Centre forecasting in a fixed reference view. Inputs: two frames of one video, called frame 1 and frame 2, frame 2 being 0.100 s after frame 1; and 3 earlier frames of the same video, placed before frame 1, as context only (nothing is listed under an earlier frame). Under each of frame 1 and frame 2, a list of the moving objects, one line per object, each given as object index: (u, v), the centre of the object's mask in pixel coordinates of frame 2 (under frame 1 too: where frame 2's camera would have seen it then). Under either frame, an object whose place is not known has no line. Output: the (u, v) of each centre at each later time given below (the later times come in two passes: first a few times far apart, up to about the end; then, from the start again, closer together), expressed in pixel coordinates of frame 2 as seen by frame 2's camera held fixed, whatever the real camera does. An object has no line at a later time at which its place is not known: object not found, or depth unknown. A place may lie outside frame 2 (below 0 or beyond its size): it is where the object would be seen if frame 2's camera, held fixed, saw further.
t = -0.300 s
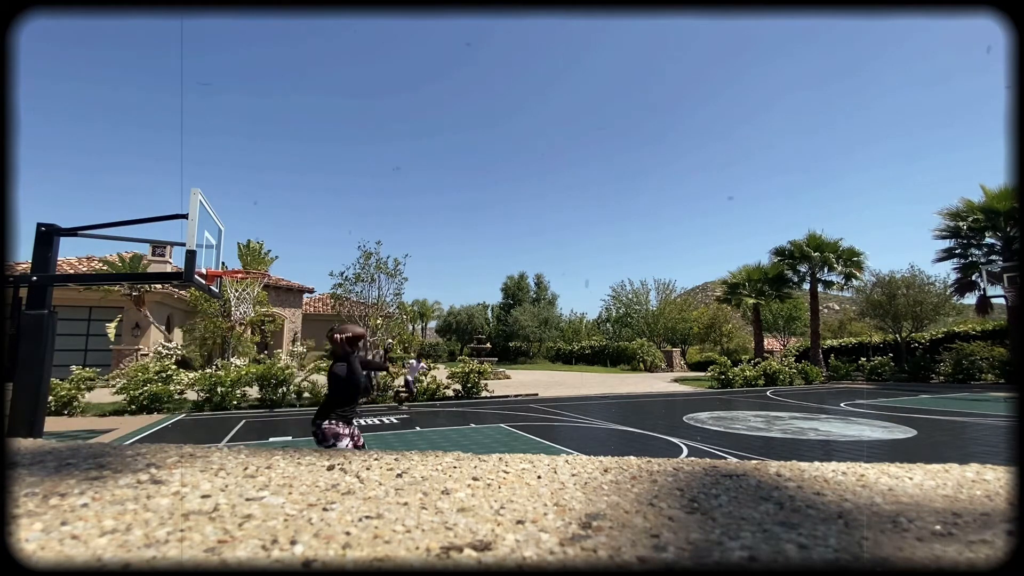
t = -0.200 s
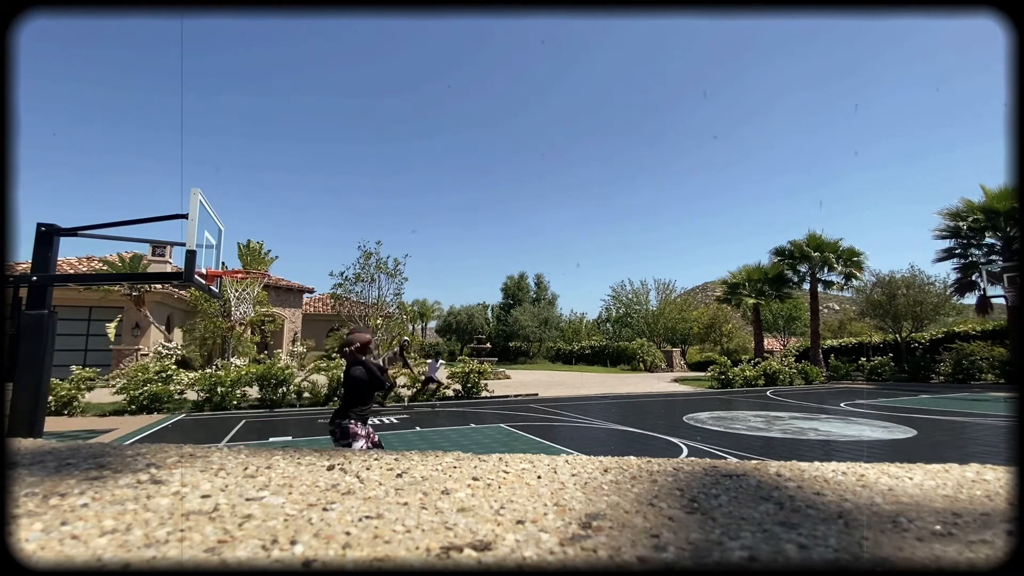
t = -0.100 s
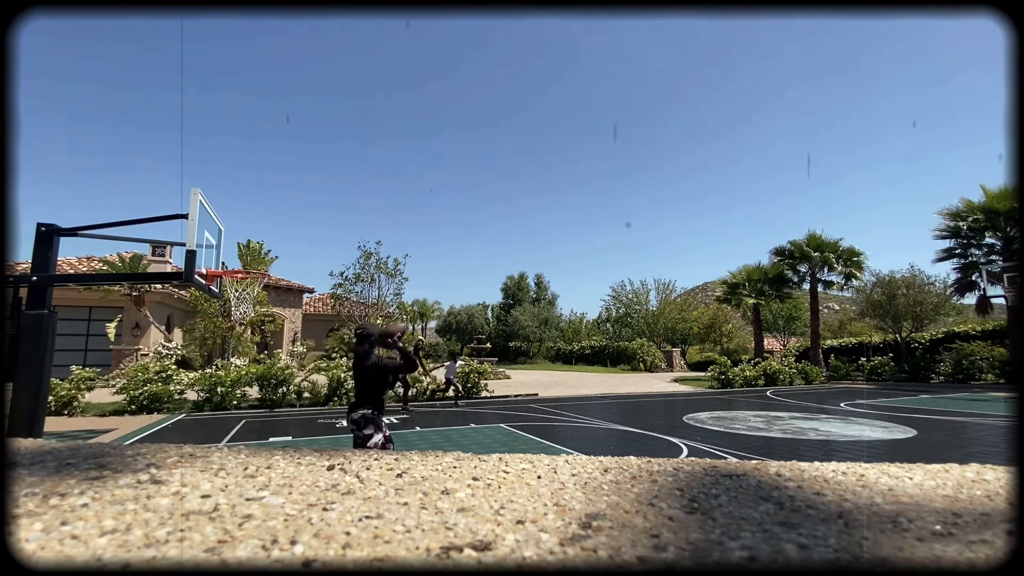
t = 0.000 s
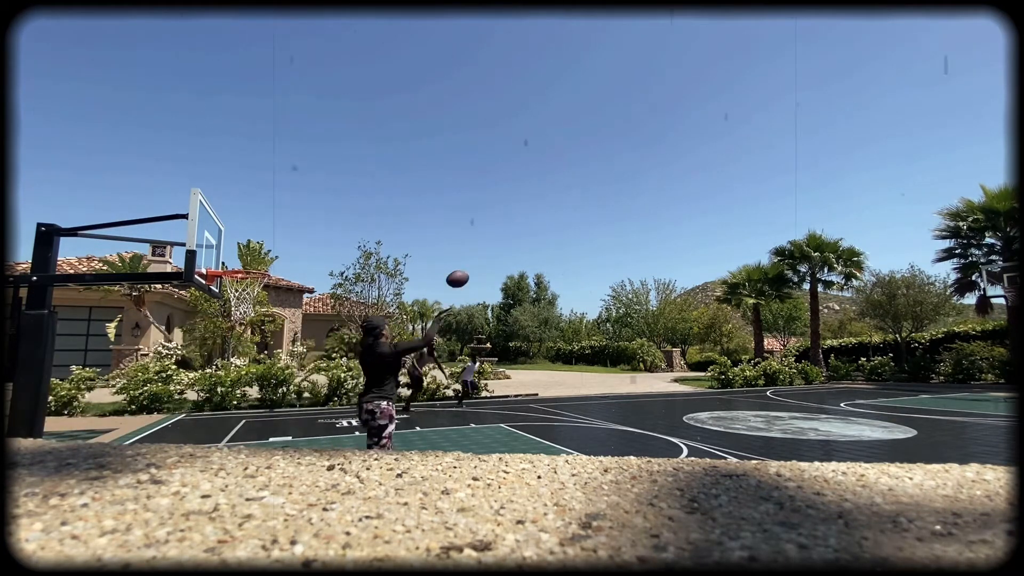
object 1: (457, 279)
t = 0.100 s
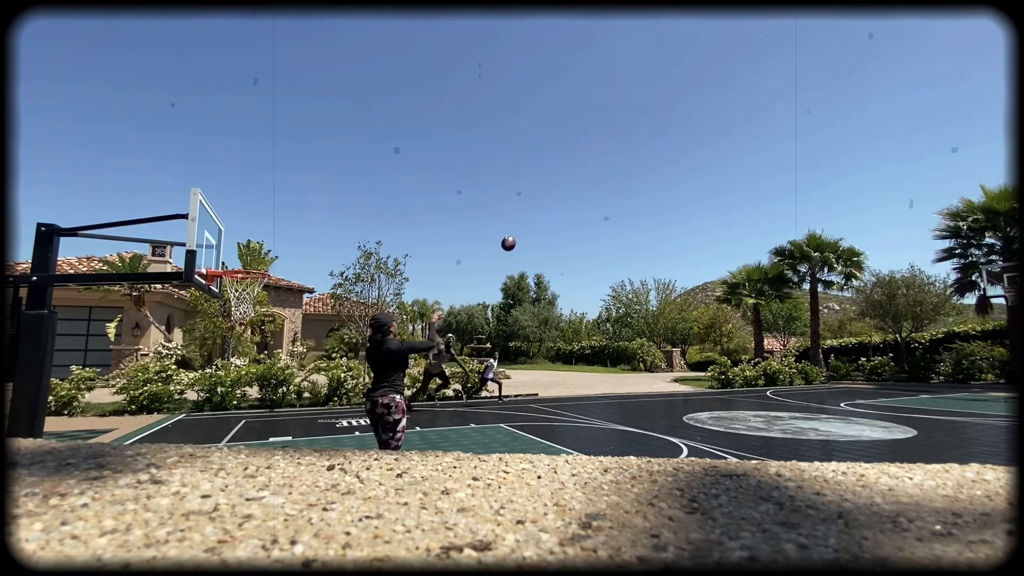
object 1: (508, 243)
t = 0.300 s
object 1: (571, 217)
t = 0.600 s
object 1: (625, 231)
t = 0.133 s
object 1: (522, 235)
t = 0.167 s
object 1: (533, 229)
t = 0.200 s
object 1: (545, 225)
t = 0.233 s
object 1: (554, 221)
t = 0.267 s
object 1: (563, 219)
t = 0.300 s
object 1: (571, 217)
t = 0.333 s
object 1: (579, 216)
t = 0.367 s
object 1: (586, 216)
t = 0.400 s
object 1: (593, 217)
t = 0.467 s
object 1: (605, 220)
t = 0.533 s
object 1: (616, 225)
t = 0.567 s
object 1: (621, 228)
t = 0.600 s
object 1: (625, 231)
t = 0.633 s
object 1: (630, 235)
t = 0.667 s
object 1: (634, 238)
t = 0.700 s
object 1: (638, 242)
